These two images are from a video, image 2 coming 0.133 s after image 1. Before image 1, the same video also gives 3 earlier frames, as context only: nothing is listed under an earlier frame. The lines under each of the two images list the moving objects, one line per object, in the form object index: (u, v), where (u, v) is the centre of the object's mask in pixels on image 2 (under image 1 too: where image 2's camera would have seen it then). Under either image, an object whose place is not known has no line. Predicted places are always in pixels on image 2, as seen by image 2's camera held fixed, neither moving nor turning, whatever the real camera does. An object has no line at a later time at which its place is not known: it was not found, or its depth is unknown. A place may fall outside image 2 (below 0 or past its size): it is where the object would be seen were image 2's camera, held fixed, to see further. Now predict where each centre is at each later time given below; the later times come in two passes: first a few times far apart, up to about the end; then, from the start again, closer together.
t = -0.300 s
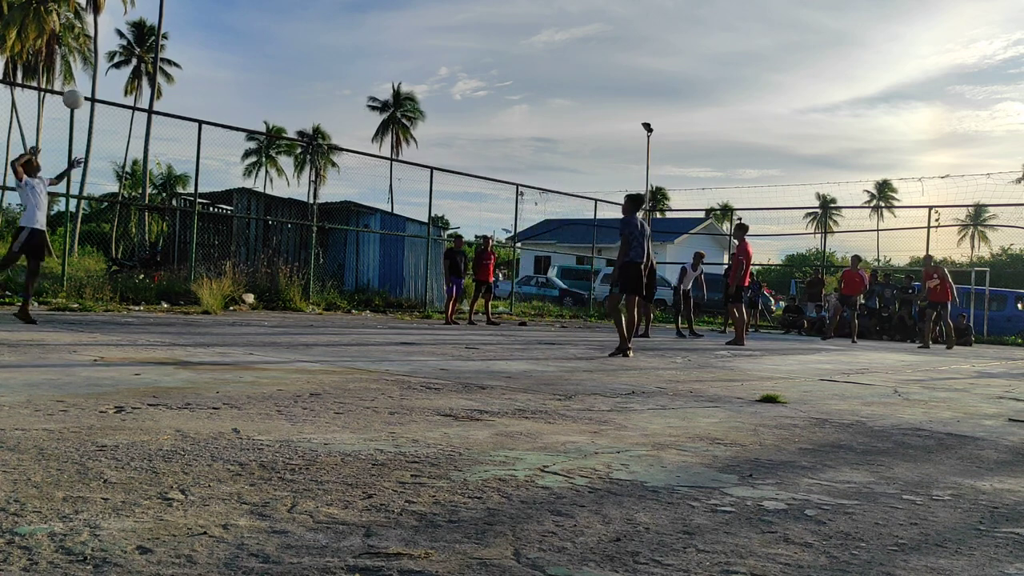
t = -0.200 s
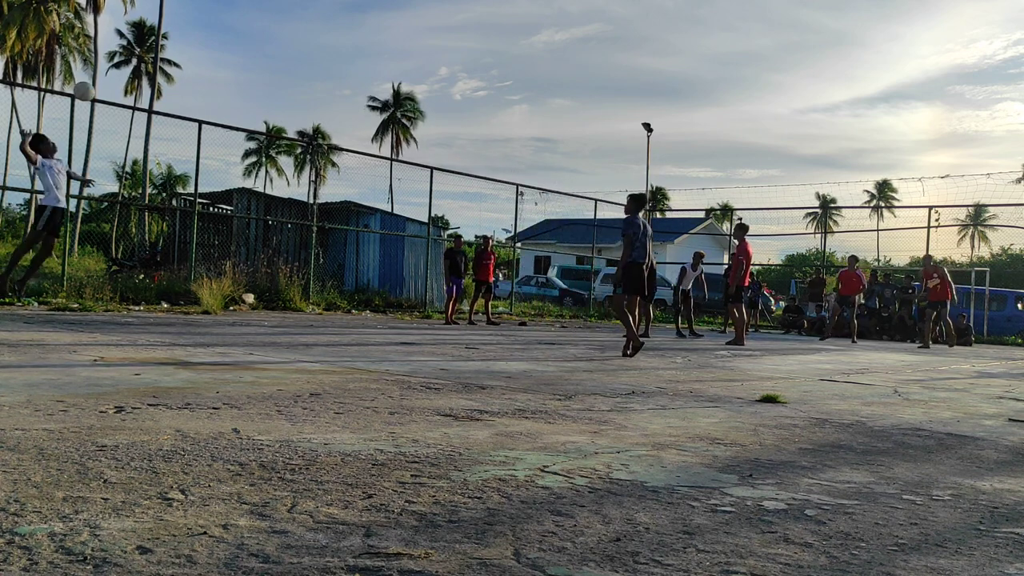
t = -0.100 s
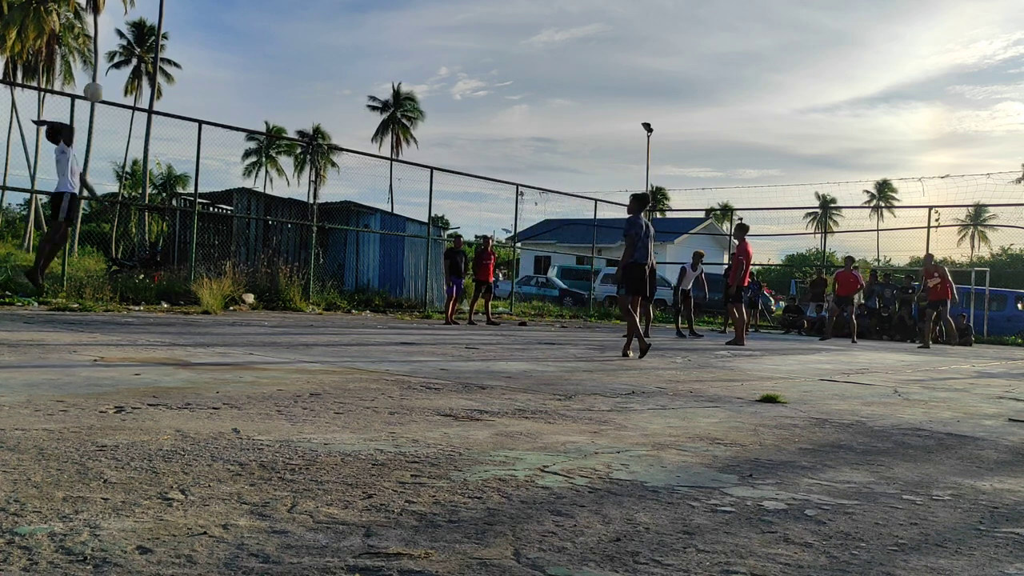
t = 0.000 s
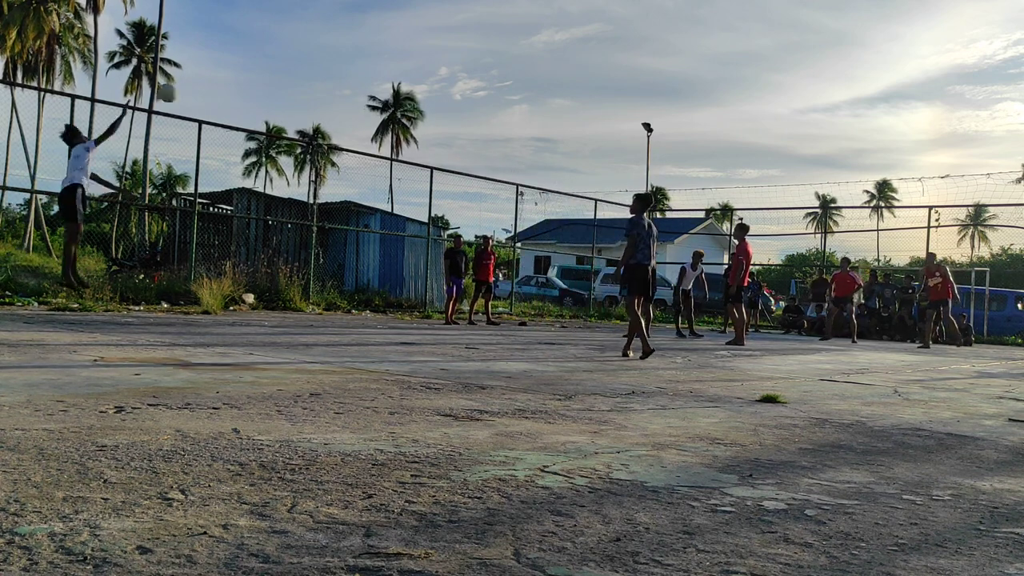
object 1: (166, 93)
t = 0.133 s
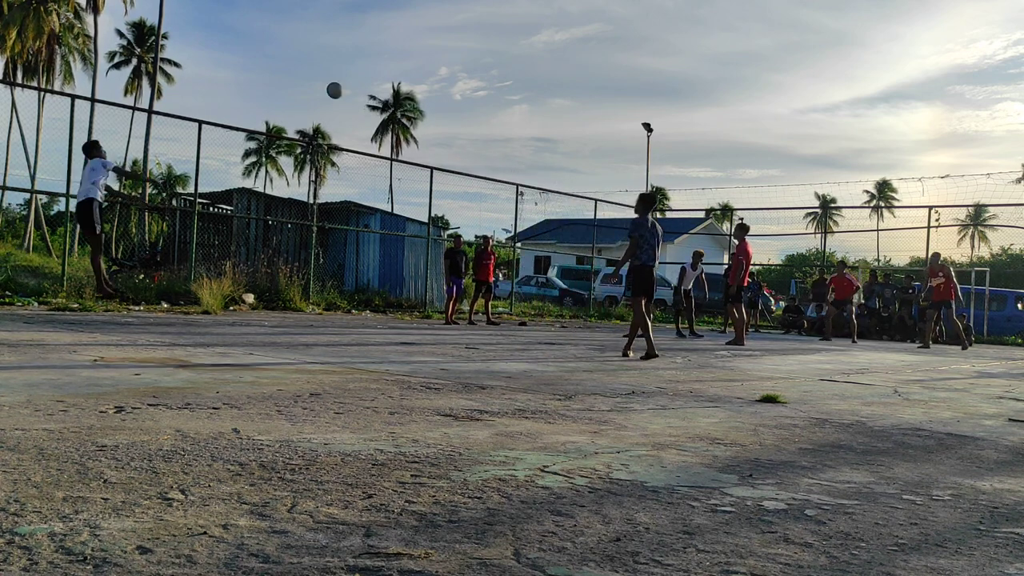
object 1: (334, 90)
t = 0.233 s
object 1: (434, 93)
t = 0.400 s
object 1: (568, 107)
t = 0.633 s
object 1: (713, 148)
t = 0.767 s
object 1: (780, 180)
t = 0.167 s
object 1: (369, 91)
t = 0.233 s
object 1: (434, 93)
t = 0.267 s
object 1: (463, 95)
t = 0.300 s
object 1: (492, 97)
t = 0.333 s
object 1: (518, 100)
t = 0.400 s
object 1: (568, 107)
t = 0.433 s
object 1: (591, 112)
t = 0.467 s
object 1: (613, 117)
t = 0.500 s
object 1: (635, 122)
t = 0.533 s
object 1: (656, 128)
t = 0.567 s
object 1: (675, 134)
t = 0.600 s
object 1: (694, 141)
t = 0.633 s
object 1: (713, 148)
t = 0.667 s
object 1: (731, 155)
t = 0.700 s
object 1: (748, 163)
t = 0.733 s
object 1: (764, 171)
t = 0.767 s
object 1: (780, 180)
